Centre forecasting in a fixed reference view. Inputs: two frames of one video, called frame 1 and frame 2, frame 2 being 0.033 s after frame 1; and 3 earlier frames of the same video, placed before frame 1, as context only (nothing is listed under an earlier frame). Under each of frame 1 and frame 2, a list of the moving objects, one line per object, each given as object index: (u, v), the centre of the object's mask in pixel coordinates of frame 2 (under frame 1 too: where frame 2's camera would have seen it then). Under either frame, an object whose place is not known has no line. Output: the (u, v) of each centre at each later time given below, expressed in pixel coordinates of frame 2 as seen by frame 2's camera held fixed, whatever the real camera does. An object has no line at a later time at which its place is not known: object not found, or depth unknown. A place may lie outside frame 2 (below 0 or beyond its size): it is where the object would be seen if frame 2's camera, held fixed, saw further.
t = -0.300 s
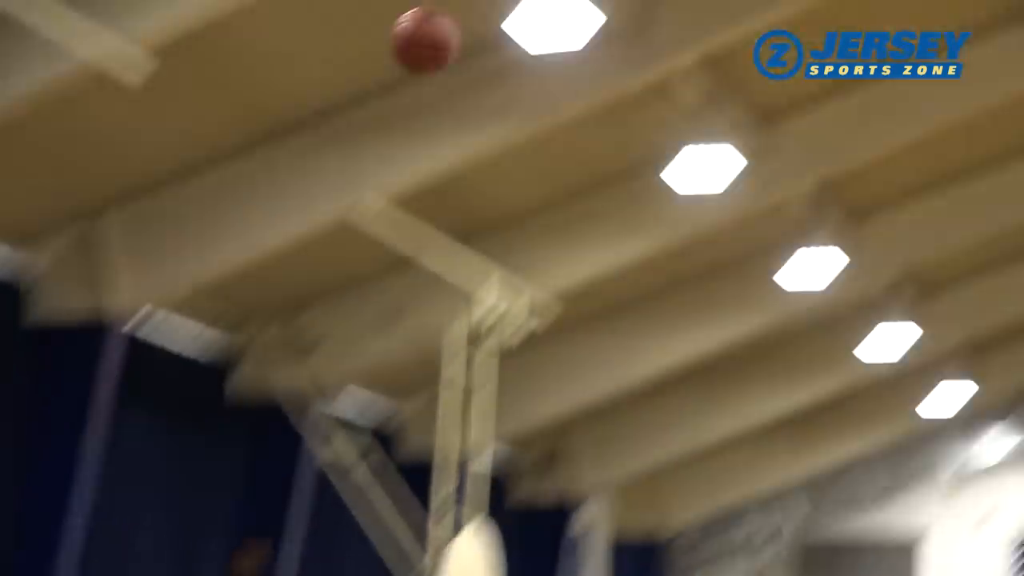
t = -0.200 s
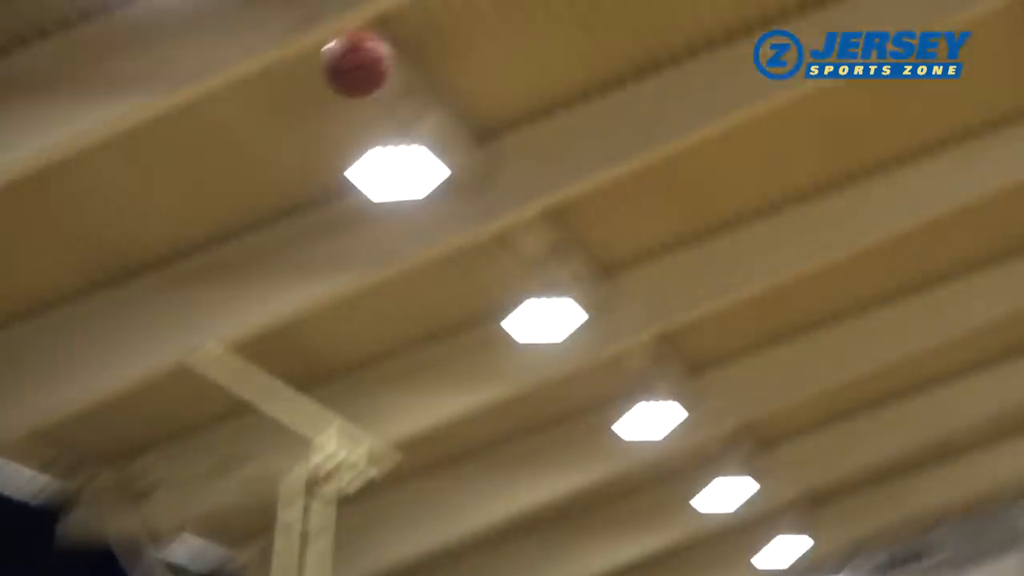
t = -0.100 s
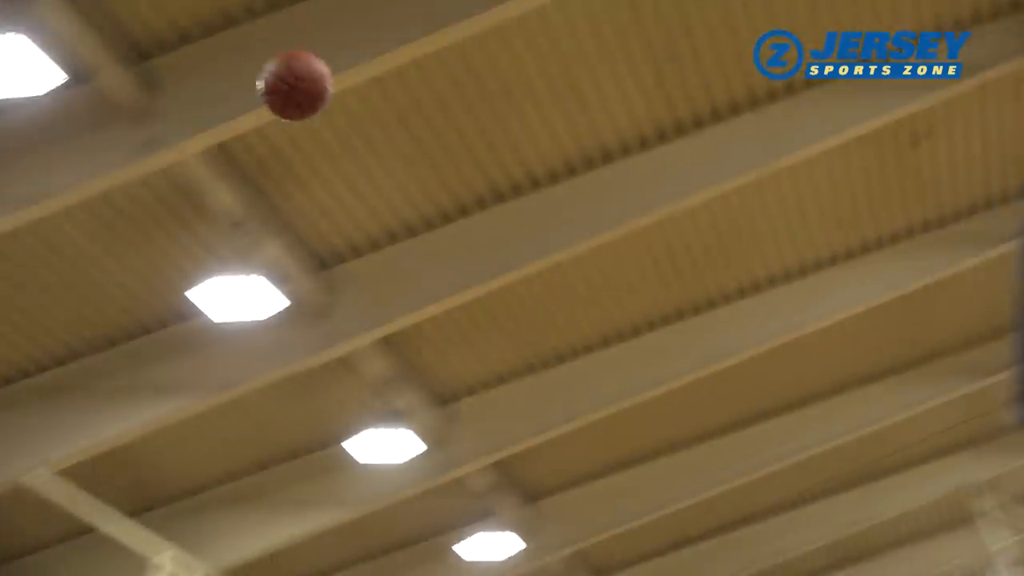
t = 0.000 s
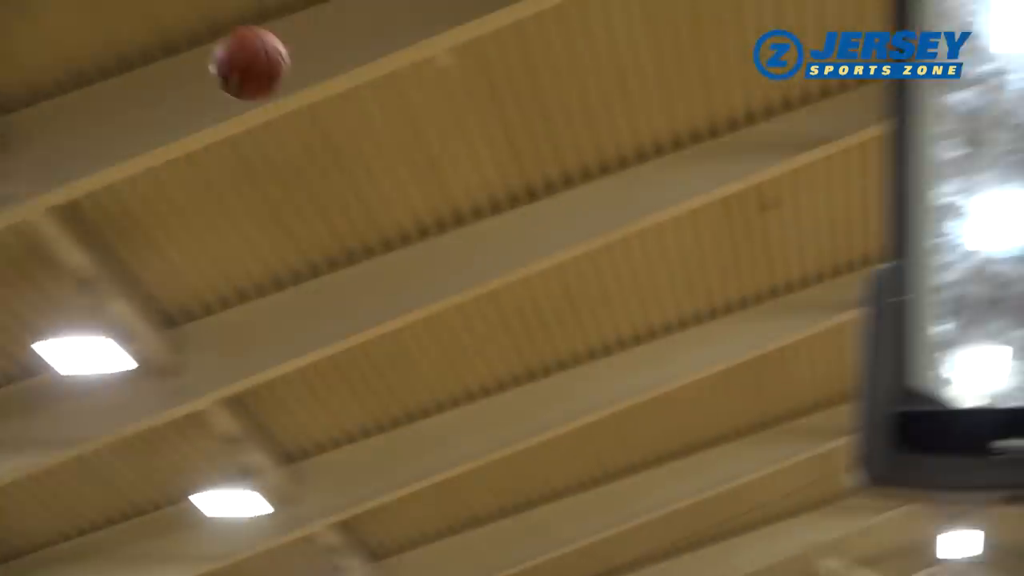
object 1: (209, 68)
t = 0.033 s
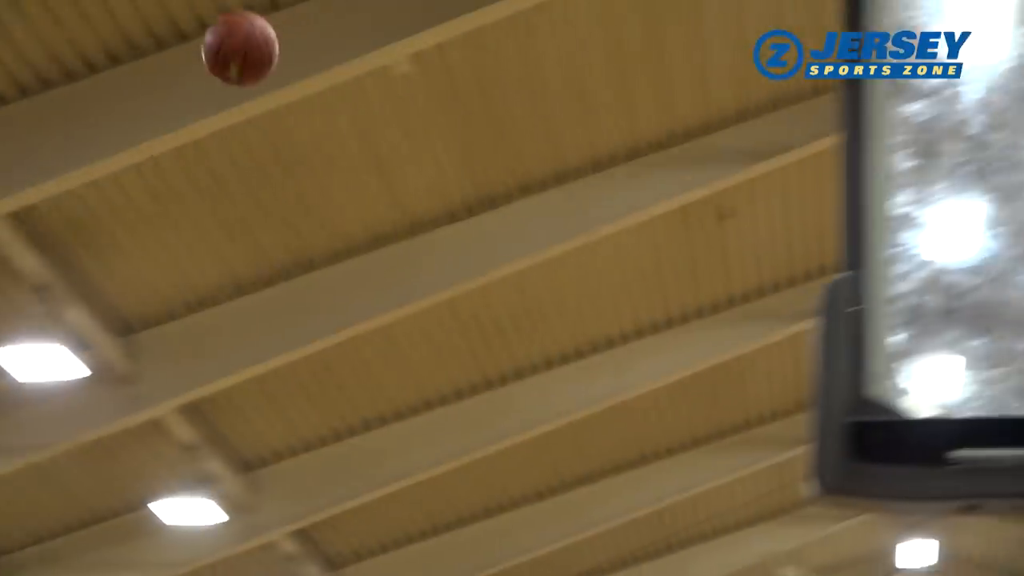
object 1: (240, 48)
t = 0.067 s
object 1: (270, 27)
